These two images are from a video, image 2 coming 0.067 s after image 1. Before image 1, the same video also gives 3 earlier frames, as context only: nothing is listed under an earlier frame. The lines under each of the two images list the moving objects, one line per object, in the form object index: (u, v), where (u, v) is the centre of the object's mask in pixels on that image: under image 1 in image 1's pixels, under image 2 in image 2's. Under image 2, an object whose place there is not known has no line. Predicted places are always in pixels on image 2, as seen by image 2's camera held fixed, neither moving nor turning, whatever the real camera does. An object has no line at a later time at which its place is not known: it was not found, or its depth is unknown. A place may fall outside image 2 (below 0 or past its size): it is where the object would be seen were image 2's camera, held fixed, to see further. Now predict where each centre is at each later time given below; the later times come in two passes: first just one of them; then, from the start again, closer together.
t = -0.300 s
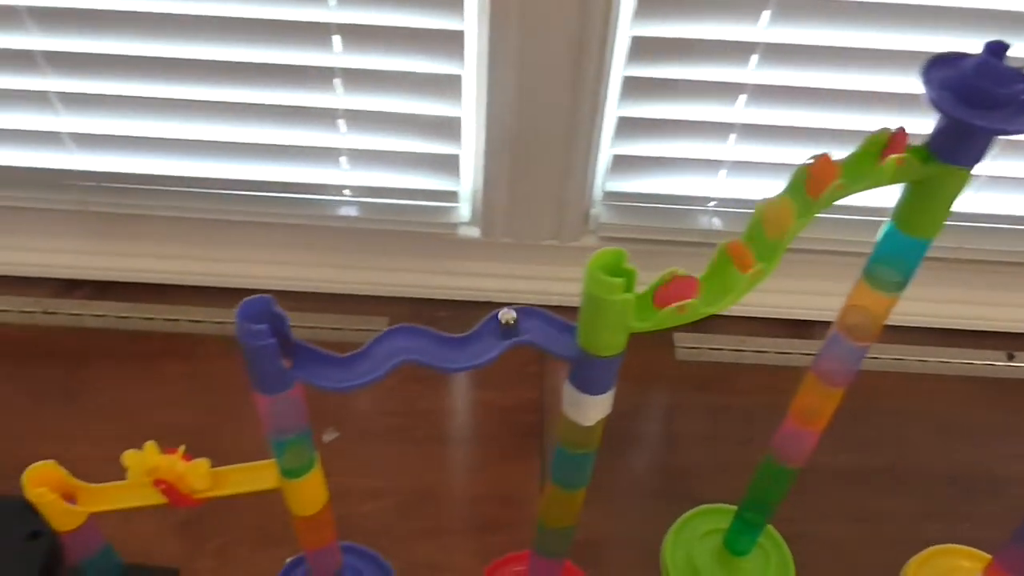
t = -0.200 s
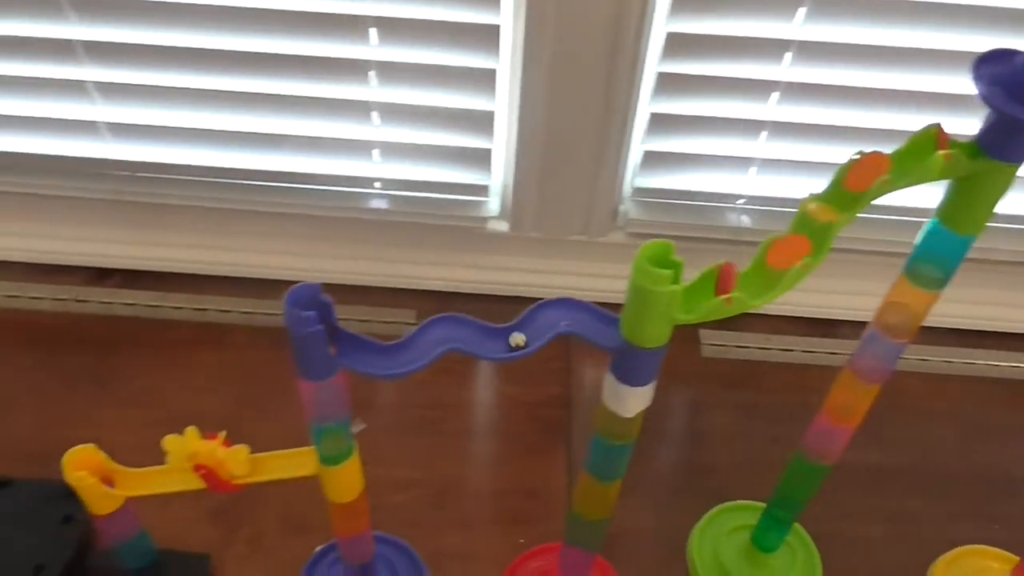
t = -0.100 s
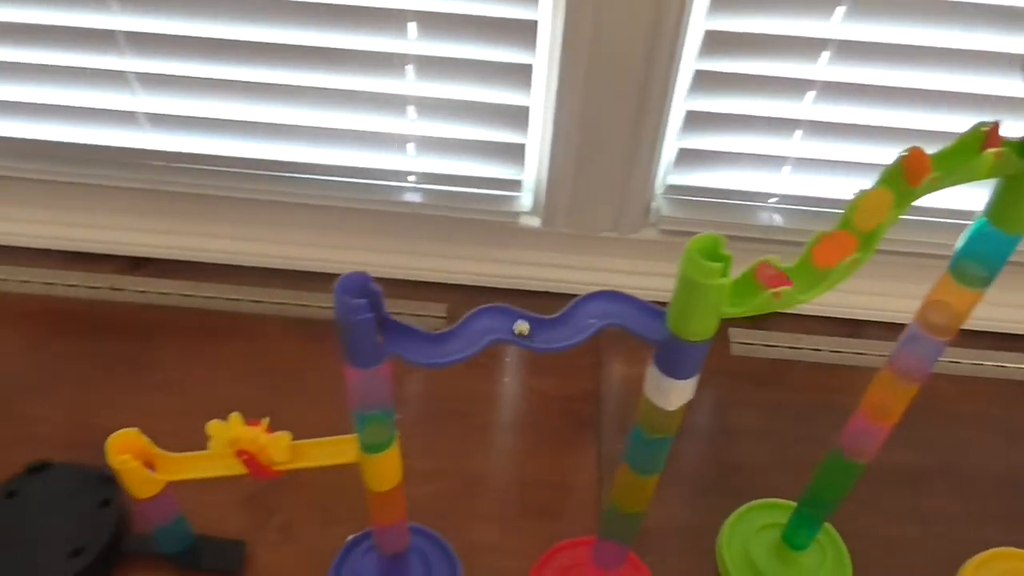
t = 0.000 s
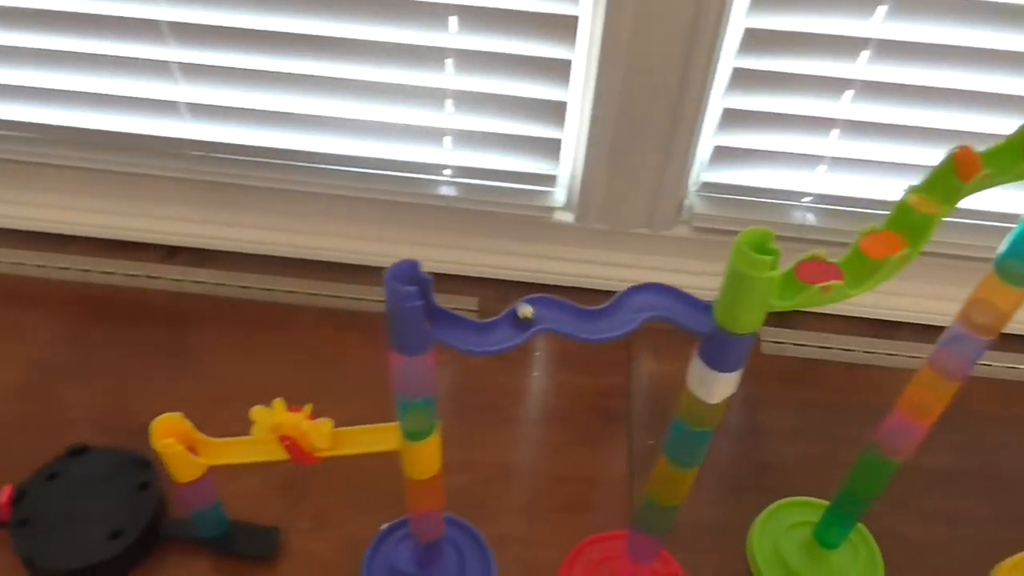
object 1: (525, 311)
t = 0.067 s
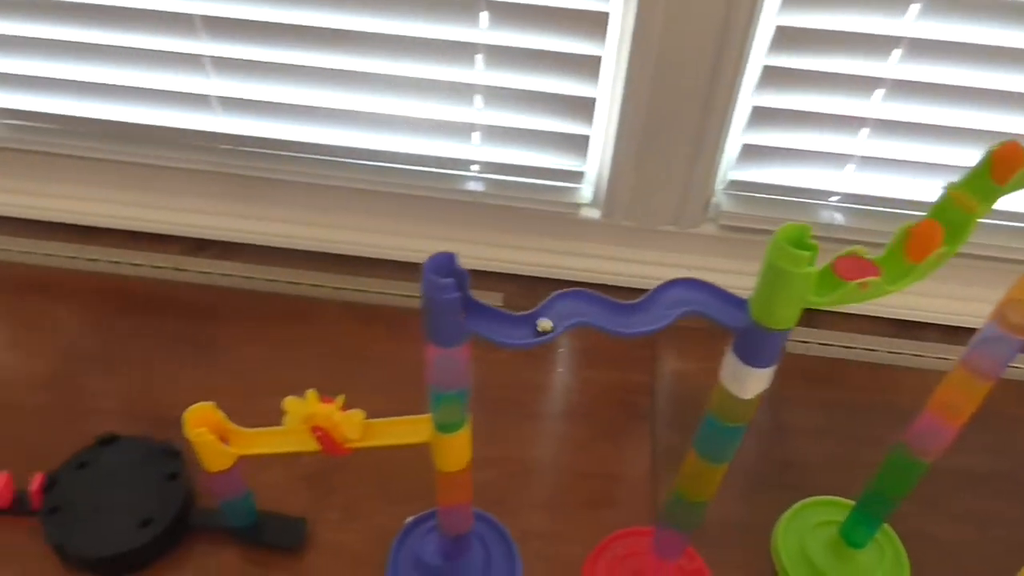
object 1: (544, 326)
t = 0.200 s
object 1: (490, 322)
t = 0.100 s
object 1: (533, 331)
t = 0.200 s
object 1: (490, 322)
